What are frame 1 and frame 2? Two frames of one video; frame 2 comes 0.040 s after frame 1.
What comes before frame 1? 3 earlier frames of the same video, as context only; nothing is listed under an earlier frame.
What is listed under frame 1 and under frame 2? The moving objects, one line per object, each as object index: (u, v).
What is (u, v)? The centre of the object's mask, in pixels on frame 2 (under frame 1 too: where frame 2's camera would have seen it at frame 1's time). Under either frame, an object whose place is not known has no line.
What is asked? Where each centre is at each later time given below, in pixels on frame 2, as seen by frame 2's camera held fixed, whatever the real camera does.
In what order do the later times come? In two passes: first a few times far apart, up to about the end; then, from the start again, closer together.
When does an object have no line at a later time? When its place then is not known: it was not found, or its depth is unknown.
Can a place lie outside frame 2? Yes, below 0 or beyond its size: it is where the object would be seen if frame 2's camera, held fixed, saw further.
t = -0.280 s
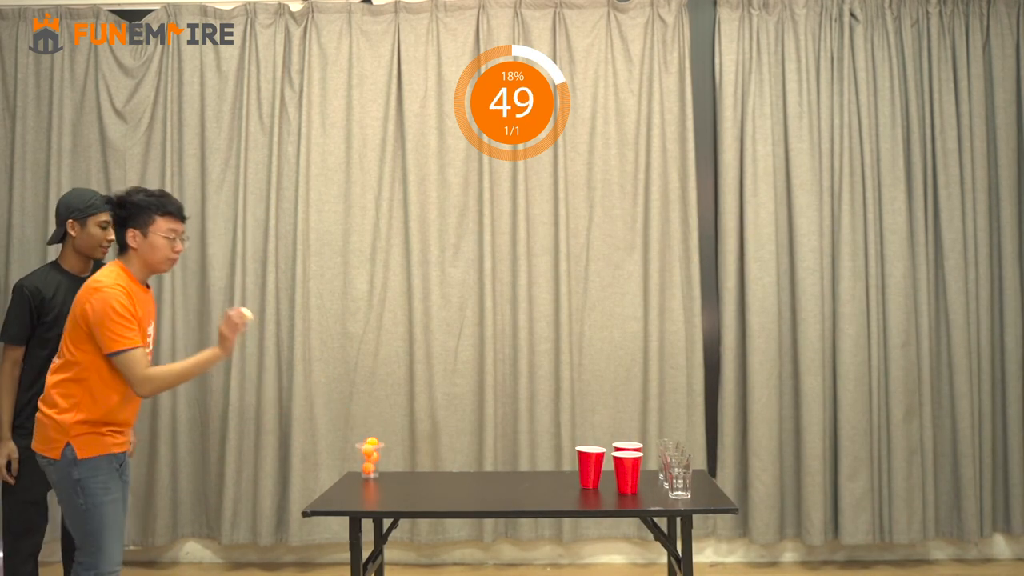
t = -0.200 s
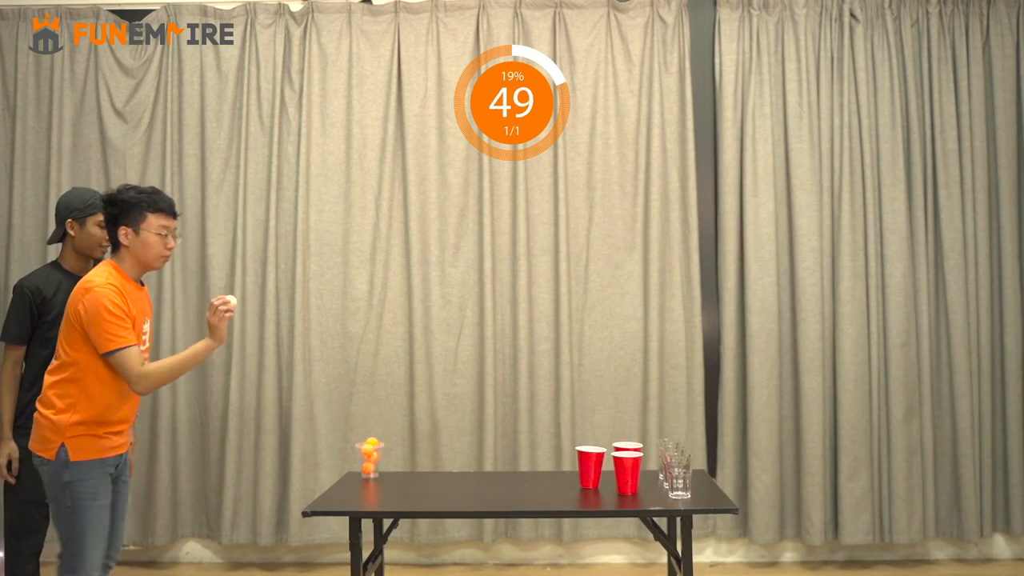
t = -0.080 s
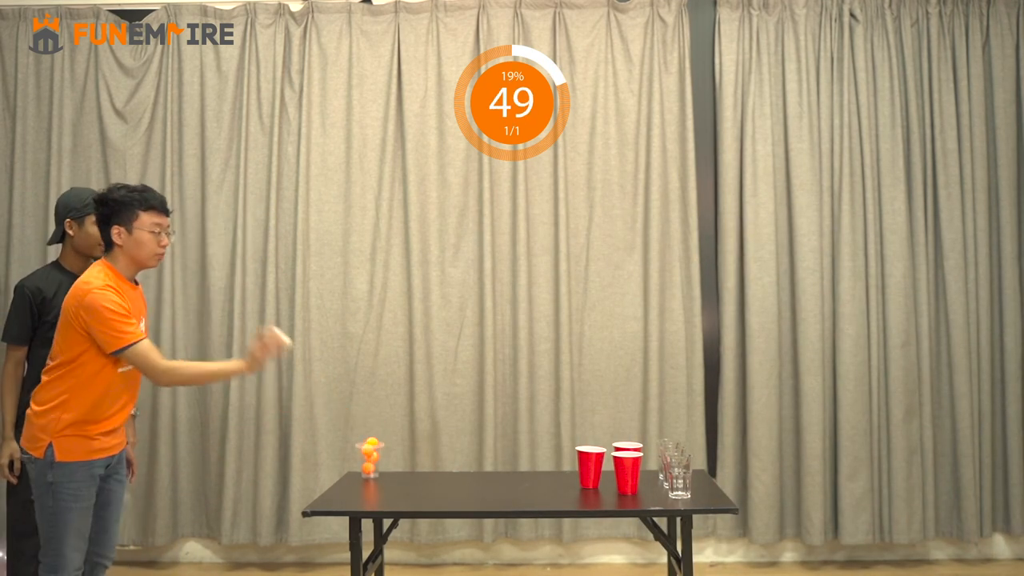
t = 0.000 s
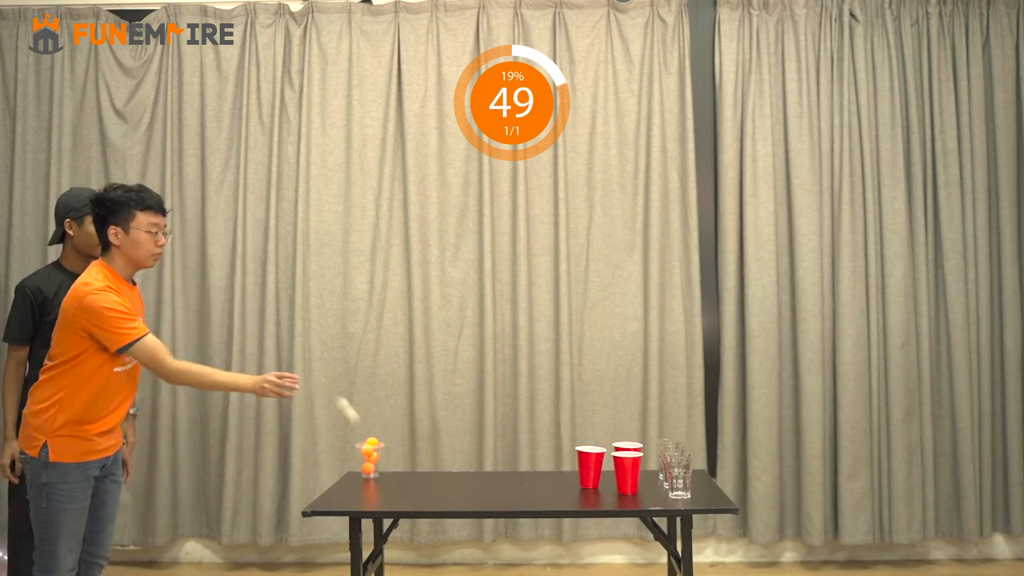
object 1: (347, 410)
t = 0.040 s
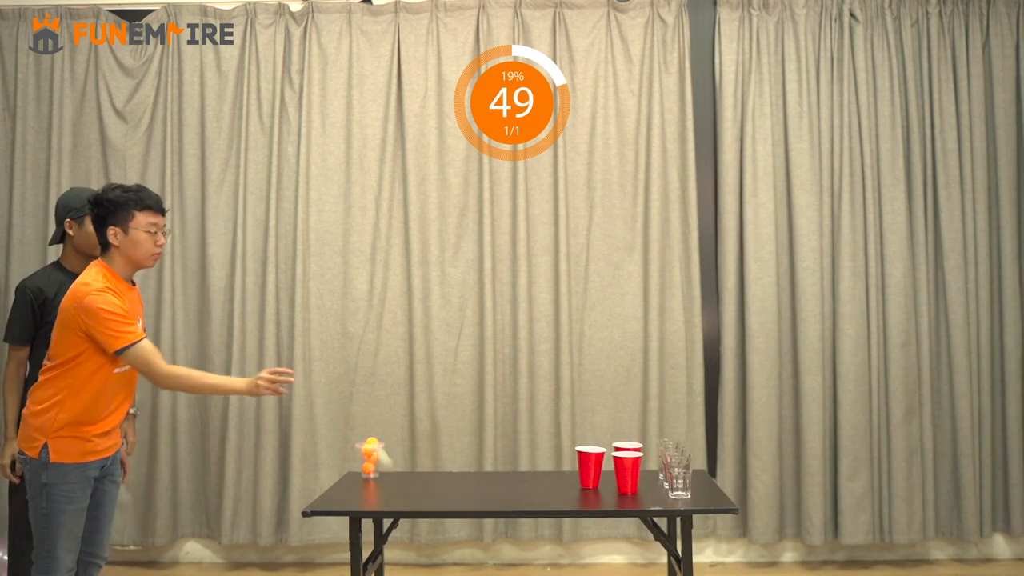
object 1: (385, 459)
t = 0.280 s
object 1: (491, 328)
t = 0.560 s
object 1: (614, 358)
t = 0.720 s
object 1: (647, 438)
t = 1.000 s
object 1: (563, 469)
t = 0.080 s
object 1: (407, 469)
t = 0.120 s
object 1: (423, 429)
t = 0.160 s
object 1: (439, 396)
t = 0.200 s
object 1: (456, 367)
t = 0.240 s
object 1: (474, 343)
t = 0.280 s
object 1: (491, 328)
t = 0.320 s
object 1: (508, 315)
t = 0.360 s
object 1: (526, 310)
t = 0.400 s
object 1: (543, 309)
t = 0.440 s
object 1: (560, 313)
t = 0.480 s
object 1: (578, 323)
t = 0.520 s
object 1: (596, 338)
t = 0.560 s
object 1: (614, 358)
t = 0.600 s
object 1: (631, 383)
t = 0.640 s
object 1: (648, 413)
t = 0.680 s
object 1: (662, 444)
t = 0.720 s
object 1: (647, 438)
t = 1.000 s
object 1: (563, 469)
